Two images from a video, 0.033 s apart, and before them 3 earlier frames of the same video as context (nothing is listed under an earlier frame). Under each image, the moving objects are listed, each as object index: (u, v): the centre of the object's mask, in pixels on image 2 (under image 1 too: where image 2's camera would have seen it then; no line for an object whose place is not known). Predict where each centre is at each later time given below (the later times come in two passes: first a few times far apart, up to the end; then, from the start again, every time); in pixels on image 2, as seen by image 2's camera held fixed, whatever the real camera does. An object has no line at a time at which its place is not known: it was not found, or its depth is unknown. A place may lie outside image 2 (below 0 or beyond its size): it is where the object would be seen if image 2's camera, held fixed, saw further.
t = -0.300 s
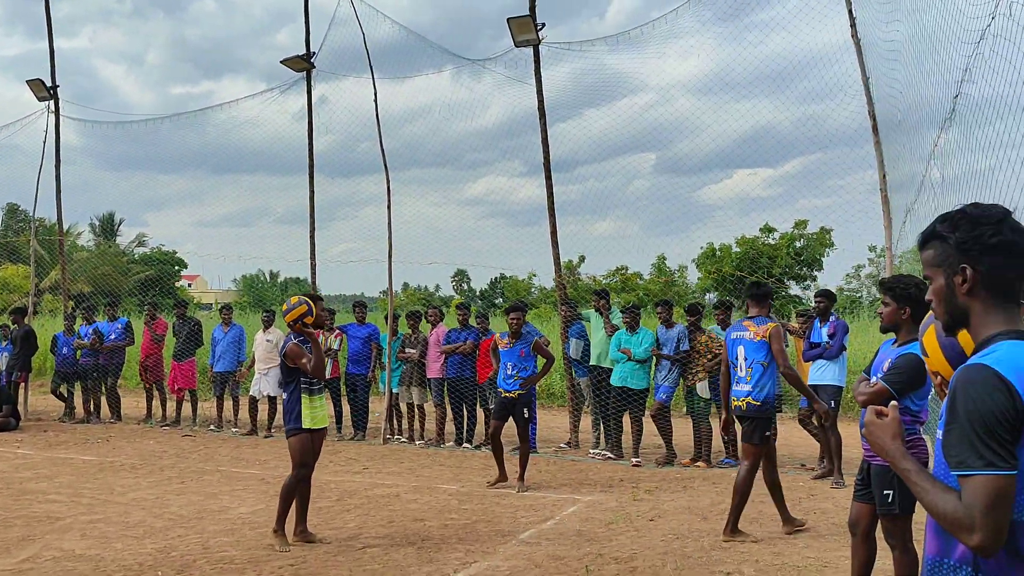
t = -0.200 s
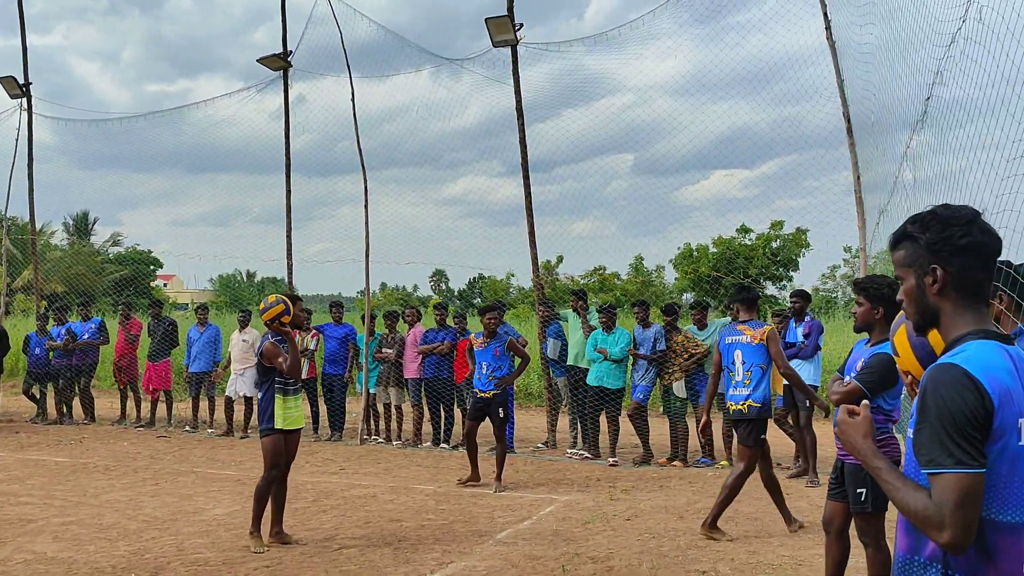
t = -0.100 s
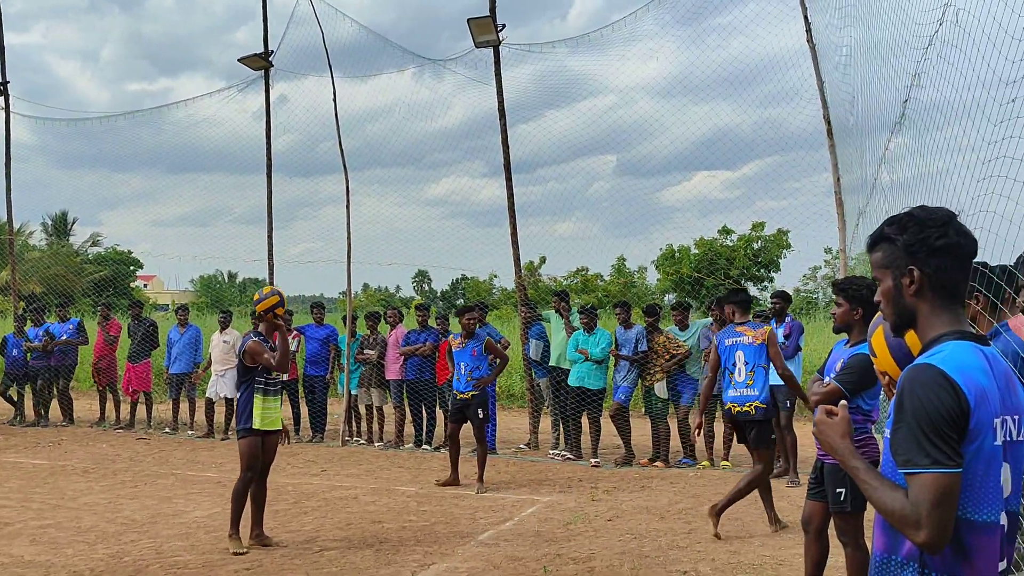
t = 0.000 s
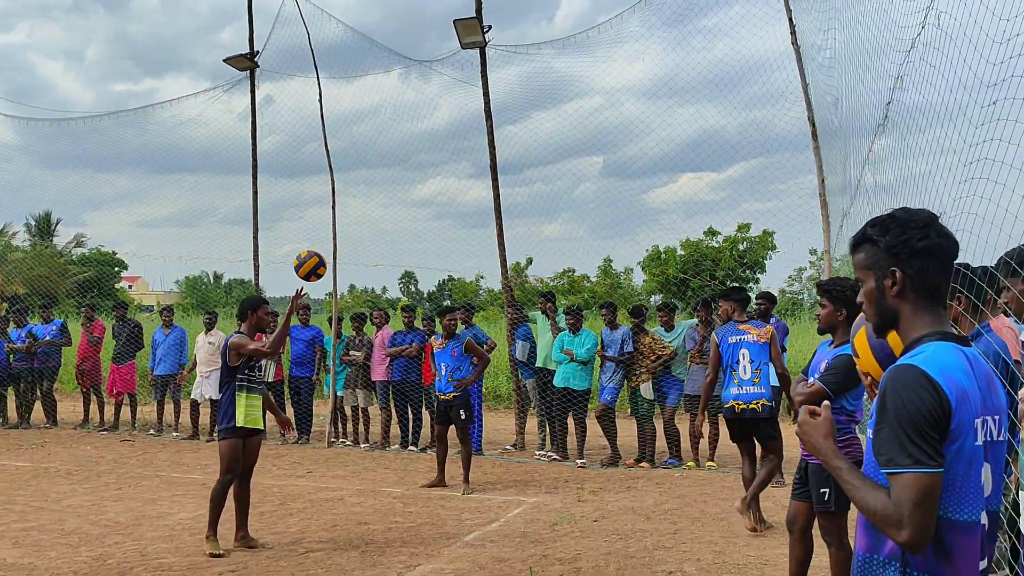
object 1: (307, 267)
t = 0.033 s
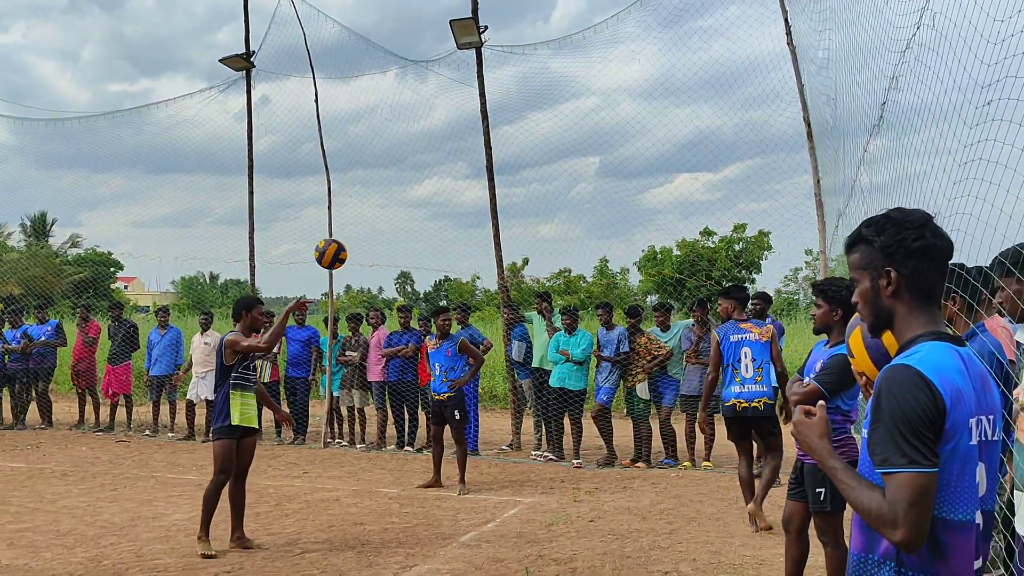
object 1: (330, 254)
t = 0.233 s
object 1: (468, 217)
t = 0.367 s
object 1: (555, 225)
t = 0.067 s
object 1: (354, 244)
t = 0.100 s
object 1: (377, 235)
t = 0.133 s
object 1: (400, 228)
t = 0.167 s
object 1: (423, 223)
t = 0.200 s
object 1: (446, 219)
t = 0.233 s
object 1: (468, 217)
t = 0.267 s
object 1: (490, 217)
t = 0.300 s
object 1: (512, 218)
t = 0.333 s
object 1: (533, 221)
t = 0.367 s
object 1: (555, 225)
